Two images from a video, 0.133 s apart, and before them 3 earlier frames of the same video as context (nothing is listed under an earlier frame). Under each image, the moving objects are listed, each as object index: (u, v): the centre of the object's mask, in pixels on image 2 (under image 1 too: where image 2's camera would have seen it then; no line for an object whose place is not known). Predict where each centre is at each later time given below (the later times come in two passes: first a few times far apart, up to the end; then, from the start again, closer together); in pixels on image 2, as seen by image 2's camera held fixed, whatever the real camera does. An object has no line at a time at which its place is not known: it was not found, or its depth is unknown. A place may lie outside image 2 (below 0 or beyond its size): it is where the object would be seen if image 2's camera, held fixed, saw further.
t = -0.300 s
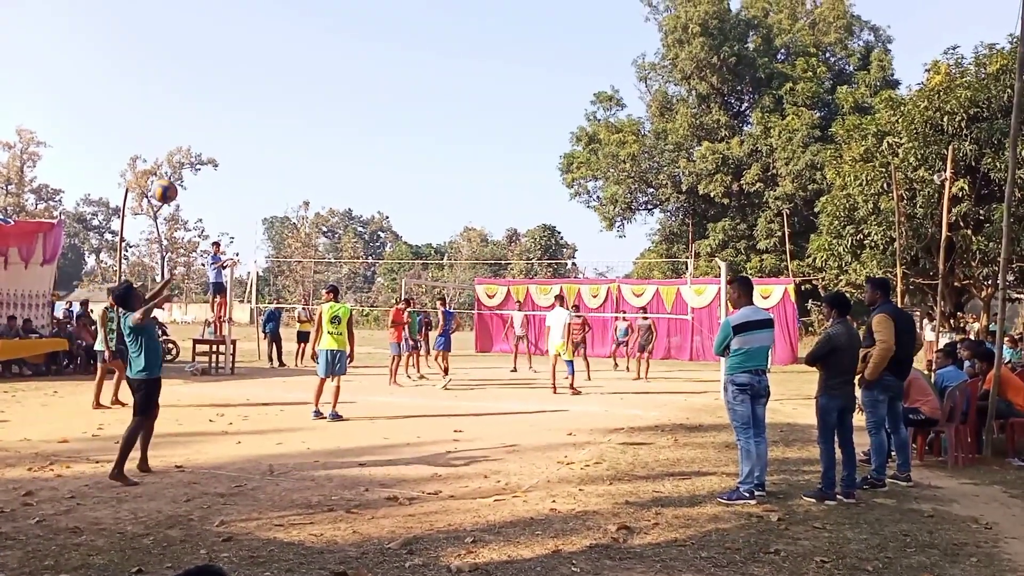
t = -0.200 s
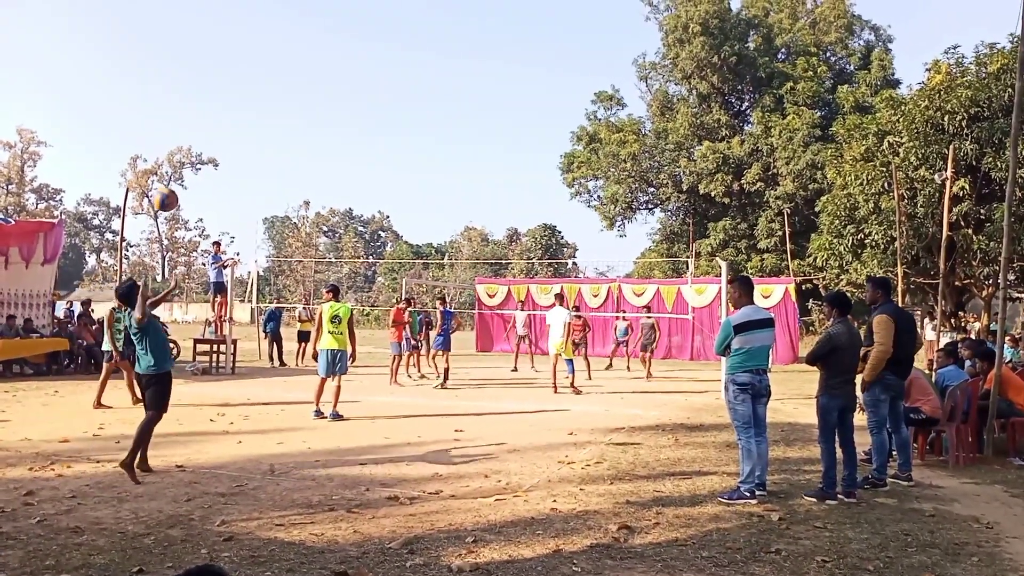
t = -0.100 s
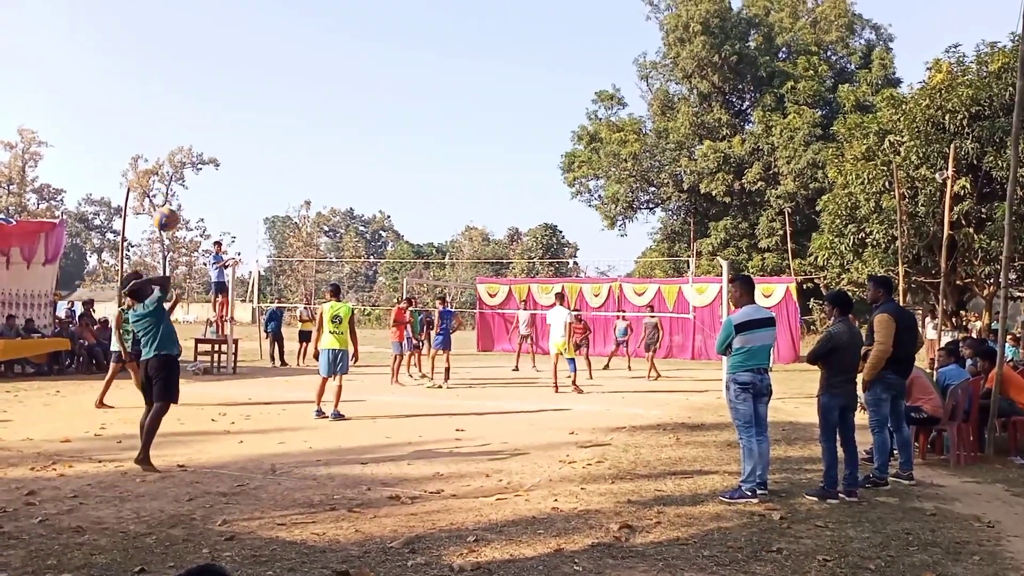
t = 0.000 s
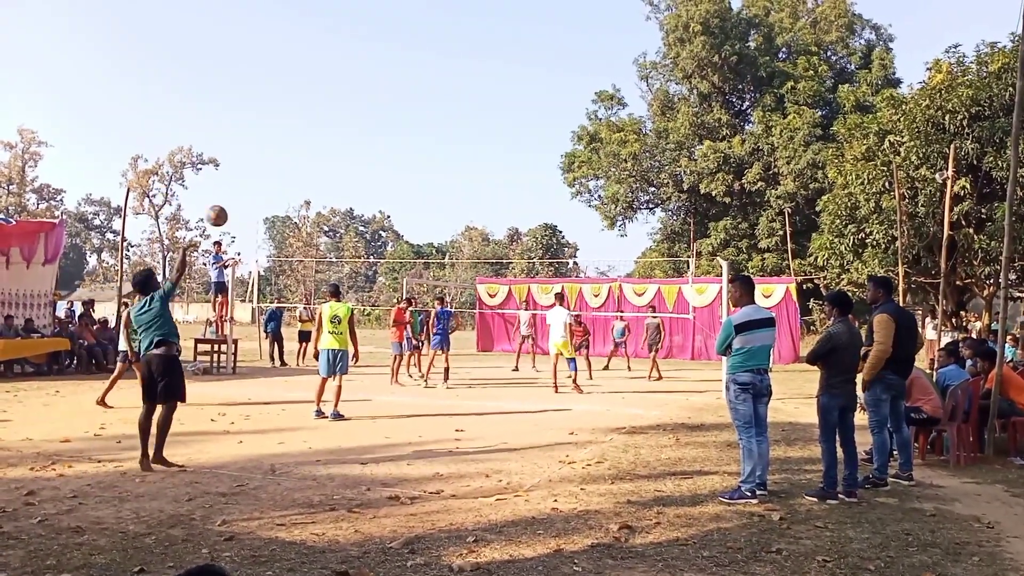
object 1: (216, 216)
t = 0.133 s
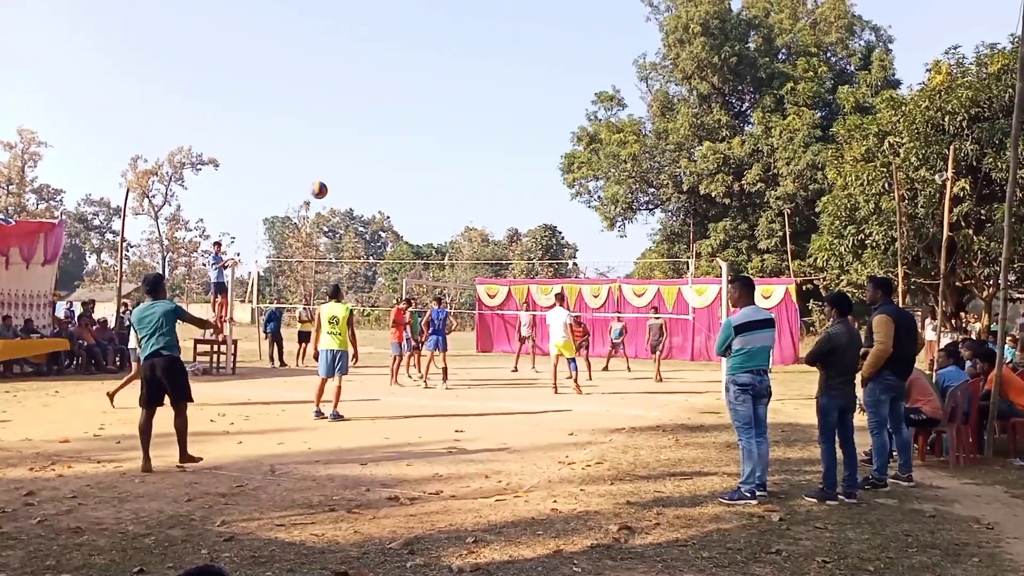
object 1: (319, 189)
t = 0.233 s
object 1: (372, 186)
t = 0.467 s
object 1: (453, 205)
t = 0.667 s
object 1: (497, 238)
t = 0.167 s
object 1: (338, 187)
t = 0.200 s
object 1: (355, 186)
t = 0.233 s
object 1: (372, 186)
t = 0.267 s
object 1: (386, 186)
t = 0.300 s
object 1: (400, 188)
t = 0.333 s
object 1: (412, 190)
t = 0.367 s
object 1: (424, 193)
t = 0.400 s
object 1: (434, 196)
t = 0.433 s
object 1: (444, 200)
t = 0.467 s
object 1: (453, 205)
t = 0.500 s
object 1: (462, 209)
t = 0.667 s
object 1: (497, 238)
